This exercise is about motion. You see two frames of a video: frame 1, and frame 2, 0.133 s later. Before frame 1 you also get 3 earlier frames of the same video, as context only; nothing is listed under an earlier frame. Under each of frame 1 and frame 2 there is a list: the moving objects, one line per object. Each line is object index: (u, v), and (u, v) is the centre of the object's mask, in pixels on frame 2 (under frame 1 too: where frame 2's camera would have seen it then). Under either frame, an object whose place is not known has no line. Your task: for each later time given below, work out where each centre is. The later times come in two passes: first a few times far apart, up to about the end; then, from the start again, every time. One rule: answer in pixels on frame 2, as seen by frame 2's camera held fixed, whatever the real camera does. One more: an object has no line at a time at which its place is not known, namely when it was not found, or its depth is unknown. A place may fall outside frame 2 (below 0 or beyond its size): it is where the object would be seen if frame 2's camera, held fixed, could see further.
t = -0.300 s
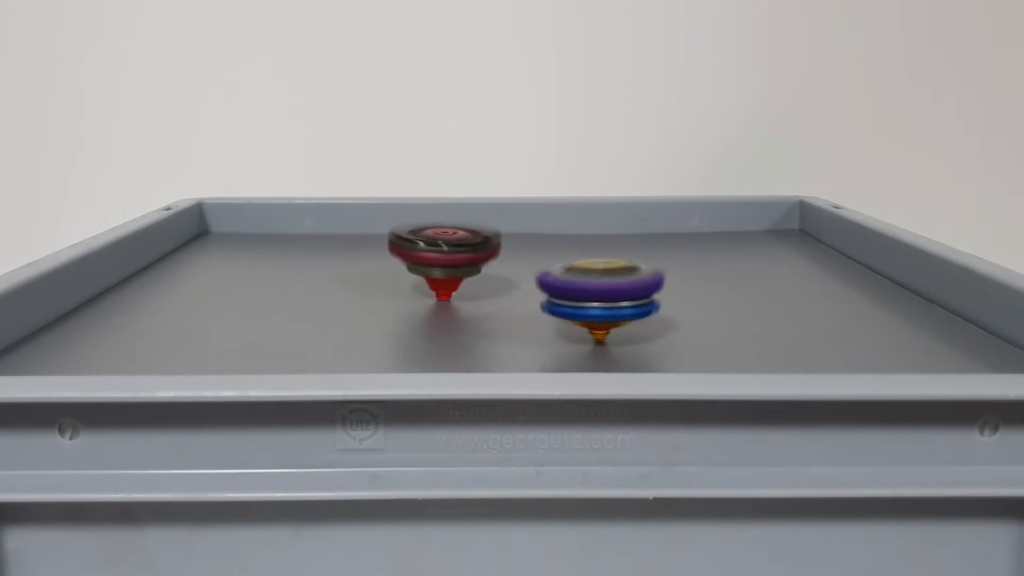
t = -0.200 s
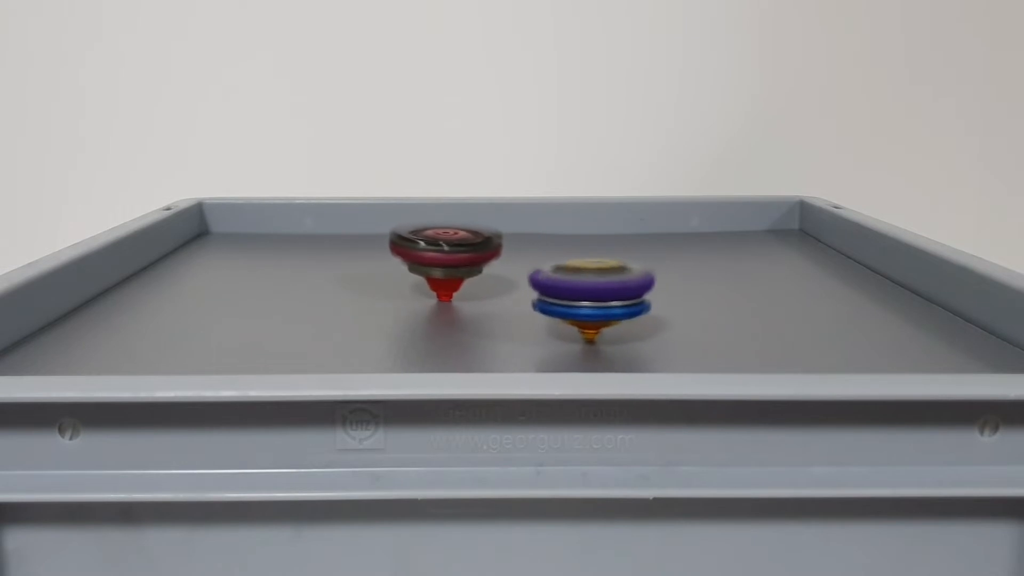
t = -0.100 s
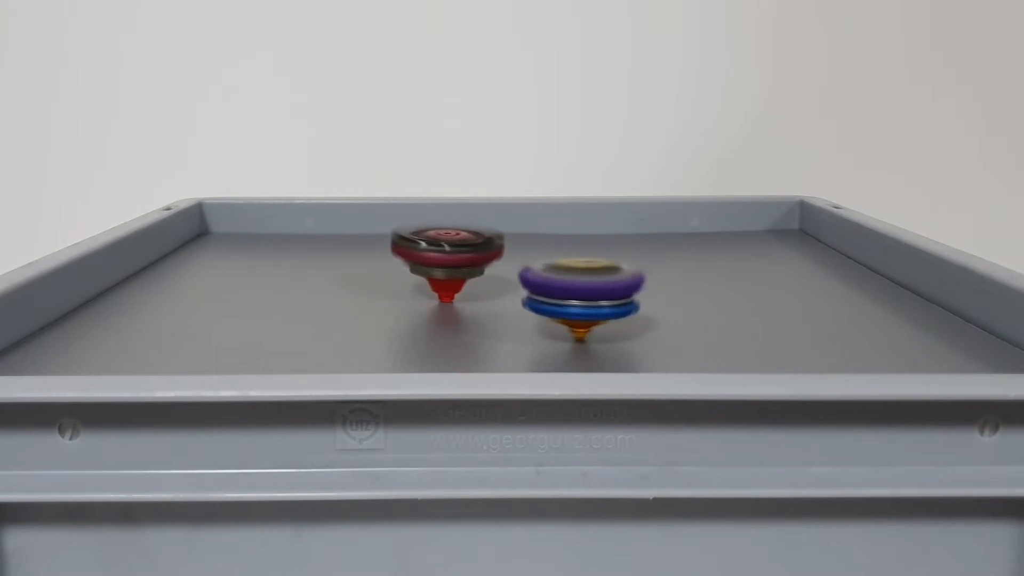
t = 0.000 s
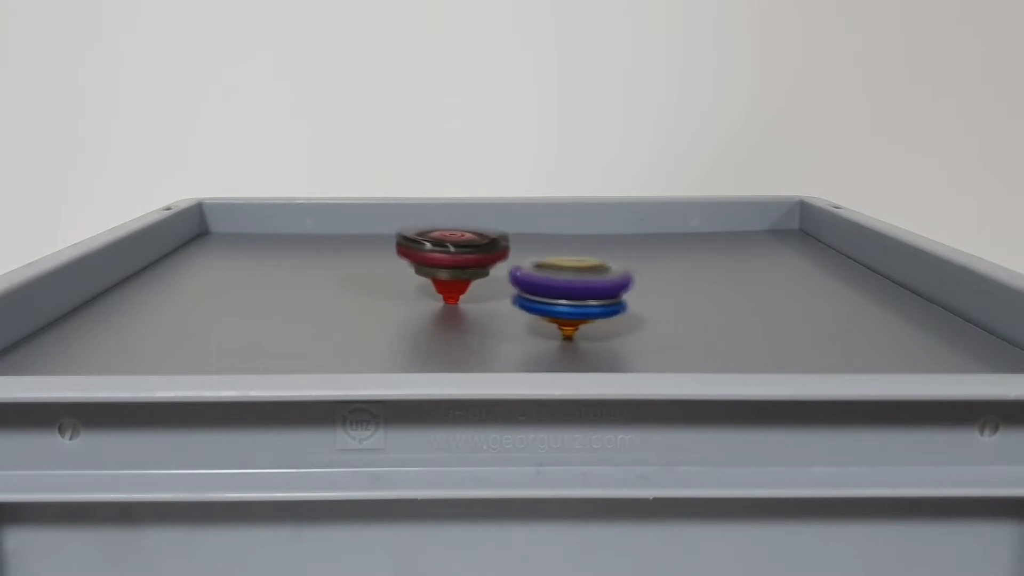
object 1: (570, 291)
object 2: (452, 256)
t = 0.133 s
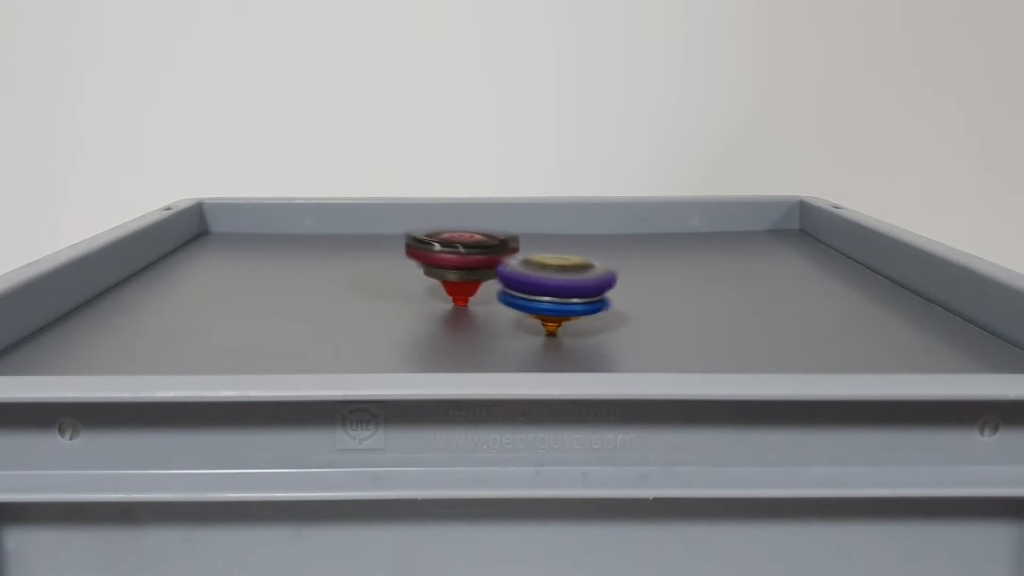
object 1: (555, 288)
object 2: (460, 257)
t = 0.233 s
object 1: (548, 285)
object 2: (465, 259)
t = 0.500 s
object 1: (570, 284)
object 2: (473, 259)
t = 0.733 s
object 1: (591, 285)
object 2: (475, 258)
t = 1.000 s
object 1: (600, 286)
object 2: (465, 256)
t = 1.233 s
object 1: (593, 286)
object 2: (461, 254)
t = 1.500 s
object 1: (567, 286)
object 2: (464, 256)
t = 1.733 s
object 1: (558, 285)
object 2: (463, 257)
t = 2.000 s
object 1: (559, 280)
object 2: (462, 255)
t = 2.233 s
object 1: (571, 277)
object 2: (467, 256)
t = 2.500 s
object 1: (583, 280)
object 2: (468, 257)
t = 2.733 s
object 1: (574, 281)
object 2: (462, 257)
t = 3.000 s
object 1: (561, 282)
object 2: (458, 257)
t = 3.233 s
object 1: (545, 283)
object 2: (455, 255)
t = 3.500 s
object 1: (546, 282)
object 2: (461, 256)
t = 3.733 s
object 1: (556, 283)
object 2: (465, 255)
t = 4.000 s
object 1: (562, 281)
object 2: (469, 256)
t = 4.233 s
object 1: (558, 282)
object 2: (466, 256)
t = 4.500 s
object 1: (550, 283)
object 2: (464, 255)
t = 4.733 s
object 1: (545, 283)
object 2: (464, 255)
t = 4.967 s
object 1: (549, 285)
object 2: (464, 256)
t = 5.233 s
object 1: (555, 287)
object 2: (466, 257)
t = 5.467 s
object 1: (548, 288)
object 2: (462, 256)
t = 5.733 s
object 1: (543, 286)
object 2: (463, 256)
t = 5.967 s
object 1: (563, 288)
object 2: (455, 254)
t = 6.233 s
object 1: (557, 288)
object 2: (439, 252)
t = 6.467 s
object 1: (549, 286)
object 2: (434, 252)
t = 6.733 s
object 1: (547, 283)
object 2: (445, 255)
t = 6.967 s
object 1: (556, 280)
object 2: (462, 257)
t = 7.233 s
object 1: (641, 291)
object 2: (442, 248)
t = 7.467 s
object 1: (653, 306)
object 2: (422, 245)
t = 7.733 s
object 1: (578, 313)
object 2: (405, 245)
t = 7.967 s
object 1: (522, 300)
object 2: (403, 249)
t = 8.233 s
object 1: (539, 282)
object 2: (426, 255)
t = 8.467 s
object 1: (584, 274)
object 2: (471, 257)
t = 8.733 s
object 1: (634, 274)
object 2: (504, 254)
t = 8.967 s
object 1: (616, 277)
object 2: (508, 251)
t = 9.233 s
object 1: (597, 274)
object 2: (506, 250)
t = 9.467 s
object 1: (632, 279)
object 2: (486, 245)
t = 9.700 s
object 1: (655, 288)
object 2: (462, 245)
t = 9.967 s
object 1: (601, 292)
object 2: (450, 250)
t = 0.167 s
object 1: (552, 287)
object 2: (462, 258)
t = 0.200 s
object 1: (549, 285)
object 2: (463, 258)
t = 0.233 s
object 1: (548, 285)
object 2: (465, 259)
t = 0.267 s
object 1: (556, 285)
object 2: (464, 258)
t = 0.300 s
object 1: (563, 285)
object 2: (464, 258)
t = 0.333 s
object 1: (567, 285)
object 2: (465, 258)
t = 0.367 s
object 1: (568, 285)
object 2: (466, 258)
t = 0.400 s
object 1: (569, 285)
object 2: (468, 258)
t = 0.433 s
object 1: (569, 285)
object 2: (470, 258)
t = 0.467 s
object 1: (569, 285)
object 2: (471, 258)
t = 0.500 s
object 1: (570, 284)
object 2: (473, 259)
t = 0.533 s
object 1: (570, 284)
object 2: (475, 259)
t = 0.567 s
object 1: (571, 283)
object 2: (476, 259)
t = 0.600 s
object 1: (571, 283)
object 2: (478, 259)
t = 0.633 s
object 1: (572, 282)
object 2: (479, 259)
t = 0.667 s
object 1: (575, 283)
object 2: (479, 259)
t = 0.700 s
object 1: (585, 284)
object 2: (477, 258)
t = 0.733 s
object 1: (591, 285)
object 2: (475, 258)
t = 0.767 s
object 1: (595, 286)
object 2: (473, 258)
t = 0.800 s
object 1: (598, 286)
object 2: (472, 257)
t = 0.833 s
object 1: (599, 286)
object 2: (471, 257)
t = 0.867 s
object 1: (599, 286)
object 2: (469, 257)
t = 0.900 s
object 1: (600, 286)
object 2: (468, 257)
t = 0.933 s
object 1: (600, 286)
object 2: (467, 256)
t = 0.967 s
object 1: (600, 286)
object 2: (466, 256)
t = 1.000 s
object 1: (600, 286)
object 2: (465, 256)
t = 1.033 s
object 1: (599, 285)
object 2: (463, 256)
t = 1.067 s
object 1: (599, 285)
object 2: (463, 255)
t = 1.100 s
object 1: (598, 285)
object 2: (462, 256)
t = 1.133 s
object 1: (598, 286)
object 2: (461, 255)
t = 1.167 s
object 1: (596, 285)
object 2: (461, 255)
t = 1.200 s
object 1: (595, 285)
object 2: (461, 255)
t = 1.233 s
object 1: (593, 286)
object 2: (461, 254)
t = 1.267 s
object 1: (592, 285)
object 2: (461, 254)
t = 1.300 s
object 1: (590, 286)
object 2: (460, 254)
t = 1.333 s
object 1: (587, 286)
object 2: (460, 255)
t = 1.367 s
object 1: (583, 286)
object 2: (460, 255)
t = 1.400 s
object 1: (579, 286)
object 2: (461, 255)
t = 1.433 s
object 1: (575, 286)
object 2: (462, 255)
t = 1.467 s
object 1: (571, 286)
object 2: (463, 255)
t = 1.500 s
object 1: (567, 286)
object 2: (464, 256)
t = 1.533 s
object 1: (562, 286)
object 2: (465, 256)
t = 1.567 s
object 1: (557, 285)
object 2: (465, 257)
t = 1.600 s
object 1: (552, 284)
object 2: (465, 257)
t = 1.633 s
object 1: (549, 284)
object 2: (465, 257)
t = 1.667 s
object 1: (551, 284)
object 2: (464, 258)
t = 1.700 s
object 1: (556, 285)
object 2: (463, 257)
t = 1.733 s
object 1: (558, 285)
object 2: (463, 257)
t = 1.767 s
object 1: (559, 285)
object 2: (463, 257)
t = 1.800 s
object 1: (559, 284)
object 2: (463, 257)
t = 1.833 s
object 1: (558, 284)
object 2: (462, 256)
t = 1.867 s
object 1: (558, 283)
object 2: (462, 256)
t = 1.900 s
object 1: (558, 282)
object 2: (462, 256)
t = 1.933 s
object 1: (558, 281)
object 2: (462, 256)
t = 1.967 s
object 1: (558, 281)
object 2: (462, 256)
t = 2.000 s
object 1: (559, 280)
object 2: (462, 255)
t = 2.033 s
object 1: (560, 279)
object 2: (463, 255)
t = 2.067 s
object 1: (561, 279)
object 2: (463, 255)
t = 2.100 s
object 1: (562, 278)
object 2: (464, 255)
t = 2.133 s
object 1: (563, 277)
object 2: (464, 256)
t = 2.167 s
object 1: (564, 277)
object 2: (465, 256)
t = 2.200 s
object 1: (568, 277)
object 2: (466, 256)
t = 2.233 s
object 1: (571, 277)
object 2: (467, 256)
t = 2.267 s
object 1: (573, 277)
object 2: (468, 256)
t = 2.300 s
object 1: (574, 277)
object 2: (469, 256)
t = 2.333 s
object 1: (575, 277)
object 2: (471, 256)
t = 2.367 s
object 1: (575, 277)
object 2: (472, 257)
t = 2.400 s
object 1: (575, 277)
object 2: (473, 257)
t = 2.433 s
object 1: (579, 278)
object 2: (471, 257)
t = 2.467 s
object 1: (582, 279)
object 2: (470, 257)
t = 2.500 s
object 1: (583, 280)
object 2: (468, 257)
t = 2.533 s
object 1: (583, 280)
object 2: (467, 257)
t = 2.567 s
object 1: (583, 280)
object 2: (466, 257)
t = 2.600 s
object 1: (581, 281)
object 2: (465, 257)
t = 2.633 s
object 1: (579, 281)
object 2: (464, 257)
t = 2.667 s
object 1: (577, 281)
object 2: (463, 257)
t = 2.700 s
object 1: (576, 281)
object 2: (463, 257)
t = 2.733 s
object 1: (574, 281)
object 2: (462, 257)
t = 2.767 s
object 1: (571, 281)
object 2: (462, 257)
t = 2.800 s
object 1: (569, 281)
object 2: (462, 257)
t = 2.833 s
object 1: (567, 281)
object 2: (462, 257)
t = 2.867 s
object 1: (564, 281)
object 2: (462, 257)
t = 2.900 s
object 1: (560, 281)
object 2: (463, 257)
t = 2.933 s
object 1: (559, 281)
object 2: (462, 257)
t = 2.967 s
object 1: (560, 282)
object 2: (459, 257)
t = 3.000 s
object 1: (561, 282)
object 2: (458, 257)
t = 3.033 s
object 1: (559, 283)
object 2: (457, 257)
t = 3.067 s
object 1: (556, 283)
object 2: (456, 256)
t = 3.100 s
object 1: (554, 283)
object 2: (455, 256)
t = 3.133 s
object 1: (552, 283)
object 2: (455, 256)
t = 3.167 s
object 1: (549, 283)
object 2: (455, 255)
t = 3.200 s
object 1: (546, 283)
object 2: (454, 255)
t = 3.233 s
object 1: (545, 283)
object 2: (455, 255)
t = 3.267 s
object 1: (544, 283)
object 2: (455, 255)
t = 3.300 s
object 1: (543, 283)
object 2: (456, 255)
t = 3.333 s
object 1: (542, 282)
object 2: (456, 255)
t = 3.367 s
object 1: (542, 282)
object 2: (457, 255)
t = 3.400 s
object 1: (542, 282)
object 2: (459, 255)
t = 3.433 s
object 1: (542, 282)
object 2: (459, 256)
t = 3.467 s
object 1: (543, 282)
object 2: (460, 255)
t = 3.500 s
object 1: (546, 282)
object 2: (461, 256)
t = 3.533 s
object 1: (547, 282)
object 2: (462, 256)
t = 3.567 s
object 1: (550, 282)
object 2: (463, 256)
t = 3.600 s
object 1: (553, 283)
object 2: (464, 256)
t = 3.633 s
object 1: (555, 283)
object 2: (464, 256)
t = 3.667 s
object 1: (556, 283)
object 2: (465, 256)
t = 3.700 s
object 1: (556, 283)
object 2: (465, 255)
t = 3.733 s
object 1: (556, 283)
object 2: (465, 255)
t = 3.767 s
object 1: (557, 283)
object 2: (466, 256)
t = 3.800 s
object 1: (557, 282)
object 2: (466, 255)
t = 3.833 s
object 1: (557, 282)
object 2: (467, 255)
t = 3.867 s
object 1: (557, 282)
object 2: (467, 255)
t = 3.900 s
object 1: (556, 281)
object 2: (468, 255)
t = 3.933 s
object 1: (557, 281)
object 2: (468, 256)
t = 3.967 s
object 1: (558, 281)
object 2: (469, 256)
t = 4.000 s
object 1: (562, 281)
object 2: (469, 256)
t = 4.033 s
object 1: (563, 282)
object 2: (468, 256)
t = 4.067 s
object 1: (564, 282)
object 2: (468, 256)
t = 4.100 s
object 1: (563, 282)
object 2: (468, 256)
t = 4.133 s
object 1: (562, 282)
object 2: (467, 256)
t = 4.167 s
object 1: (562, 282)
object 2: (467, 256)
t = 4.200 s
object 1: (560, 282)
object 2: (467, 256)
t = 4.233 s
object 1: (558, 282)
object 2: (466, 256)
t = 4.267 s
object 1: (557, 282)
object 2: (466, 256)
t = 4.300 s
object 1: (555, 281)
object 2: (466, 255)
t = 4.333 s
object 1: (552, 281)
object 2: (465, 255)
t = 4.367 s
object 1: (552, 281)
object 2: (465, 255)
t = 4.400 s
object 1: (553, 282)
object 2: (464, 255)
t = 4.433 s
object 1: (553, 282)
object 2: (464, 256)
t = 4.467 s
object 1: (552, 282)
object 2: (464, 255)
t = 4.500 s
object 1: (550, 283)
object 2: (464, 255)
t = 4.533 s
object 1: (548, 283)
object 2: (463, 255)
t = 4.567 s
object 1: (547, 283)
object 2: (463, 255)
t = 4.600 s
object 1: (545, 283)
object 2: (464, 255)
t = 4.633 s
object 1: (543, 283)
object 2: (463, 255)
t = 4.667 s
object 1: (544, 283)
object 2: (464, 255)
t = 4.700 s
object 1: (545, 283)
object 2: (464, 255)
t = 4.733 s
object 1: (545, 283)
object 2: (464, 255)
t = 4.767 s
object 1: (545, 283)
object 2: (464, 255)
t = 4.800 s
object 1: (546, 284)
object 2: (464, 256)
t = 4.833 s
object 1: (547, 285)
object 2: (464, 256)
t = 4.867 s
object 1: (549, 285)
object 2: (464, 256)
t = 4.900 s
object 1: (549, 285)
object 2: (464, 256)
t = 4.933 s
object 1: (549, 286)
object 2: (464, 256)
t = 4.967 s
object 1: (549, 285)
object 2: (464, 256)
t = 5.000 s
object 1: (549, 286)
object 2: (465, 256)
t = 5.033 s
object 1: (548, 286)
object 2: (465, 256)
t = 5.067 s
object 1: (548, 286)
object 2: (466, 256)
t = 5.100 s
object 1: (547, 286)
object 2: (467, 256)
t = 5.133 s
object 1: (547, 286)
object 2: (467, 257)
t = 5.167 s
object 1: (547, 285)
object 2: (467, 257)
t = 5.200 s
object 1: (552, 286)
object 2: (466, 257)
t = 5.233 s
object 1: (555, 287)
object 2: (466, 257)
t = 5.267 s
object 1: (555, 287)
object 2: (465, 257)
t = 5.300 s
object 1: (554, 288)
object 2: (465, 257)
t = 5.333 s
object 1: (553, 288)
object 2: (464, 257)
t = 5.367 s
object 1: (551, 288)
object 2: (463, 257)
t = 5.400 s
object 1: (550, 288)
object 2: (462, 256)
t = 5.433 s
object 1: (550, 288)
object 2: (462, 256)
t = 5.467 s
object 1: (548, 288)
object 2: (462, 256)
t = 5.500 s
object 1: (548, 288)
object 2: (461, 256)
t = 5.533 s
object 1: (548, 288)
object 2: (461, 256)
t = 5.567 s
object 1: (546, 287)
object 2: (461, 256)
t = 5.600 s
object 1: (546, 287)
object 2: (462, 256)
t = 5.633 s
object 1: (544, 287)
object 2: (462, 256)
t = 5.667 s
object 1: (543, 287)
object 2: (462, 256)
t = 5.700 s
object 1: (543, 286)
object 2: (463, 256)
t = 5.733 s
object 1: (543, 286)
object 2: (463, 256)
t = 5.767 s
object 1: (543, 285)
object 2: (464, 256)
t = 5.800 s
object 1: (543, 285)
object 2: (464, 257)
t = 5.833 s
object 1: (553, 287)
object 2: (461, 257)
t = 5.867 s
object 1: (563, 288)
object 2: (460, 256)
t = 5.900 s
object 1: (564, 288)
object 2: (458, 255)
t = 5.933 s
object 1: (564, 289)
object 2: (456, 254)
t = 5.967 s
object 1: (563, 288)
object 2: (455, 254)
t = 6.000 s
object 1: (562, 289)
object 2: (452, 254)
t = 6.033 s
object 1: (562, 288)
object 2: (450, 253)
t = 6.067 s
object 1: (561, 288)
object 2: (449, 253)
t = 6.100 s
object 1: (560, 288)
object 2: (446, 252)
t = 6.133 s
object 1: (560, 287)
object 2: (444, 252)
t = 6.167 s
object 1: (559, 288)
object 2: (443, 252)
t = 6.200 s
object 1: (559, 287)
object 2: (441, 252)
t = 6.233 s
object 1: (557, 288)
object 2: (439, 252)
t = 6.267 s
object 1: (556, 287)
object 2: (438, 252)
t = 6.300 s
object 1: (555, 287)
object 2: (437, 252)
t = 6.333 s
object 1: (554, 287)
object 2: (436, 252)
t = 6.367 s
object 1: (553, 286)
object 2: (435, 252)
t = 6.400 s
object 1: (551, 287)
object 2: (435, 252)
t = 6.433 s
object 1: (550, 286)
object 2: (434, 252)
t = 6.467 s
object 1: (549, 286)
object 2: (434, 252)
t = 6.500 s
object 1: (547, 285)
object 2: (434, 252)
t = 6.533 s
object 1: (548, 285)
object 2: (435, 253)
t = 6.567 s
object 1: (547, 285)
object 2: (436, 253)
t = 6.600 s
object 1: (547, 285)
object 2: (437, 254)
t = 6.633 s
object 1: (546, 284)
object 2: (439, 254)
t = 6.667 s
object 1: (547, 284)
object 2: (441, 255)
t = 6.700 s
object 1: (546, 283)
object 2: (443, 255)
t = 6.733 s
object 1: (547, 283)
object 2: (445, 255)
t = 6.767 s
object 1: (548, 282)
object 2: (447, 256)
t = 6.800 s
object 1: (548, 282)
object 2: (450, 256)
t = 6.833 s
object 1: (549, 282)
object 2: (453, 257)
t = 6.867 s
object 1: (550, 280)
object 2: (456, 257)
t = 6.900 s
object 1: (550, 280)
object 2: (457, 257)
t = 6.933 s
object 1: (552, 279)
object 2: (461, 257)
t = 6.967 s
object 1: (556, 280)
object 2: (462, 257)
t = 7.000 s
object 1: (559, 279)
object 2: (466, 257)
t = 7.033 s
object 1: (559, 280)
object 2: (468, 257)
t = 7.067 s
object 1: (572, 282)
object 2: (467, 257)
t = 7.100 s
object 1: (592, 284)
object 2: (458, 254)
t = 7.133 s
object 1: (609, 287)
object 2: (452, 251)
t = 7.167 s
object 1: (621, 287)
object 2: (448, 250)
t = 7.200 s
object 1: (631, 291)
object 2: (445, 249)
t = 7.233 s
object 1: (641, 291)
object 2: (442, 248)
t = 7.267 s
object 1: (648, 296)
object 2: (438, 247)
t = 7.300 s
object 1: (654, 295)
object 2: (435, 246)
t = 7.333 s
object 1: (656, 299)
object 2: (431, 246)
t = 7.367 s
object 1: (659, 300)
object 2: (429, 245)
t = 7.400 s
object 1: (658, 303)
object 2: (426, 245)
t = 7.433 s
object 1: (657, 304)
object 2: (424, 245)
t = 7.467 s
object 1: (653, 306)
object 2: (422, 245)
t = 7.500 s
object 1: (647, 308)
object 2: (419, 244)
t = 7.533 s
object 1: (640, 309)
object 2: (417, 244)
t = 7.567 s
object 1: (631, 311)
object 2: (414, 244)
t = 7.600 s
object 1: (623, 311)
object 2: (411, 244)
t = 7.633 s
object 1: (612, 312)
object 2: (409, 245)
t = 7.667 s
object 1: (602, 313)
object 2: (408, 245)
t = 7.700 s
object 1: (588, 312)
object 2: (406, 245)
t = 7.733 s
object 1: (578, 313)
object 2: (405, 245)
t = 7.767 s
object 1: (566, 311)
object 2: (404, 246)
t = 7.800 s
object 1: (556, 310)
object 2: (402, 246)
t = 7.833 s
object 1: (546, 309)
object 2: (402, 246)
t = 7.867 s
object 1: (539, 307)
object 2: (401, 247)
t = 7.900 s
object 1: (532, 305)
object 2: (402, 248)
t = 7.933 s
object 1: (527, 303)
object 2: (403, 248)
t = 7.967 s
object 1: (522, 300)
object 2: (403, 249)
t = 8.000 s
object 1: (520, 298)
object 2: (405, 250)
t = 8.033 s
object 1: (519, 295)
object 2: (407, 251)
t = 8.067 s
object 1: (519, 293)
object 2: (409, 251)
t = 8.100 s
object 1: (521, 290)
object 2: (412, 252)
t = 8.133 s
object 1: (523, 289)
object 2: (415, 252)
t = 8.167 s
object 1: (528, 286)
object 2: (419, 253)
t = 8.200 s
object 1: (532, 284)
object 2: (423, 253)
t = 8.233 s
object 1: (539, 282)
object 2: (426, 255)
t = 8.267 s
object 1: (544, 280)
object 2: (431, 254)
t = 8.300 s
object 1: (552, 278)
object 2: (436, 255)
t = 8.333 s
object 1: (557, 277)
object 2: (441, 255)
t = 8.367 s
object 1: (565, 275)
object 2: (449, 256)
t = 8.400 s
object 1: (571, 275)
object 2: (457, 257)
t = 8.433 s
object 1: (578, 273)
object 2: (463, 256)
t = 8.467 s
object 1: (584, 274)
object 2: (471, 257)
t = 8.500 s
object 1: (592, 272)
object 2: (480, 257)
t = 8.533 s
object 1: (597, 274)
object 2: (489, 257)
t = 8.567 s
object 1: (602, 273)
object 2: (498, 256)
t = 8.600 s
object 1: (613, 273)
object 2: (499, 256)
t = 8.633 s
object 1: (623, 273)
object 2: (500, 256)
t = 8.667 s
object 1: (629, 273)
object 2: (501, 255)
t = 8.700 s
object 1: (633, 273)
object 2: (503, 255)
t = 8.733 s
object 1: (634, 274)
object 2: (504, 254)
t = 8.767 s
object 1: (633, 275)
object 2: (505, 254)
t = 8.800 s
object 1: (631, 275)
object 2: (506, 253)
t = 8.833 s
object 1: (627, 276)
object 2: (506, 253)
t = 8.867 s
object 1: (625, 276)
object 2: (507, 252)
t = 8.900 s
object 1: (622, 277)
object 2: (507, 252)
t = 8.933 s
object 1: (620, 277)
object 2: (508, 252)
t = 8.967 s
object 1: (616, 277)
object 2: (508, 251)
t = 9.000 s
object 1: (615, 277)
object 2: (508, 251)
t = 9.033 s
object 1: (611, 276)
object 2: (508, 251)
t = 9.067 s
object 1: (609, 277)
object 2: (508, 250)
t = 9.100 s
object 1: (606, 274)
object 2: (508, 250)
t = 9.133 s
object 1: (604, 275)
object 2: (508, 250)
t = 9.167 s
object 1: (601, 274)
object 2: (507, 250)
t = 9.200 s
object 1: (598, 273)
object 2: (507, 250)
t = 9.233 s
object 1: (597, 274)
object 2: (506, 250)
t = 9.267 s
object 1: (594, 272)
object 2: (505, 249)
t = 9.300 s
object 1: (594, 273)
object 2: (505, 249)
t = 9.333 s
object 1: (591, 271)
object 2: (505, 249)
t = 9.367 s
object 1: (603, 275)
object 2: (501, 248)
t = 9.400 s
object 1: (613, 275)
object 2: (494, 246)
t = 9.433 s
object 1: (624, 276)
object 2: (490, 245)
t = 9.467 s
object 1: (632, 279)
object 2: (486, 245)
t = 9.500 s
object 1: (638, 279)
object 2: (482, 245)
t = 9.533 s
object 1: (644, 281)
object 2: (478, 245)
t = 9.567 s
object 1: (647, 281)
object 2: (474, 244)
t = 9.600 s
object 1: (652, 282)
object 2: (471, 244)
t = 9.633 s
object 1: (654, 285)
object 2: (468, 245)
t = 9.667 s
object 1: (656, 285)
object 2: (465, 245)
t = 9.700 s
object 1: (655, 288)
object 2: (462, 245)
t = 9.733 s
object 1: (652, 288)
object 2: (460, 246)
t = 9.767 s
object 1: (647, 289)
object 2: (458, 246)
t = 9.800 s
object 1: (641, 291)
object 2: (455, 247)
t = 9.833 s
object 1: (635, 290)
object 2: (454, 247)
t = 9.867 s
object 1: (625, 292)
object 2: (452, 248)
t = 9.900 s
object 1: (619, 291)
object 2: (451, 249)
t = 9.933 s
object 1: (610, 292)
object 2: (450, 249)
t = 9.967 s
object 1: (601, 292)
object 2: (450, 250)
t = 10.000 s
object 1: (592, 291)
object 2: (450, 251)
